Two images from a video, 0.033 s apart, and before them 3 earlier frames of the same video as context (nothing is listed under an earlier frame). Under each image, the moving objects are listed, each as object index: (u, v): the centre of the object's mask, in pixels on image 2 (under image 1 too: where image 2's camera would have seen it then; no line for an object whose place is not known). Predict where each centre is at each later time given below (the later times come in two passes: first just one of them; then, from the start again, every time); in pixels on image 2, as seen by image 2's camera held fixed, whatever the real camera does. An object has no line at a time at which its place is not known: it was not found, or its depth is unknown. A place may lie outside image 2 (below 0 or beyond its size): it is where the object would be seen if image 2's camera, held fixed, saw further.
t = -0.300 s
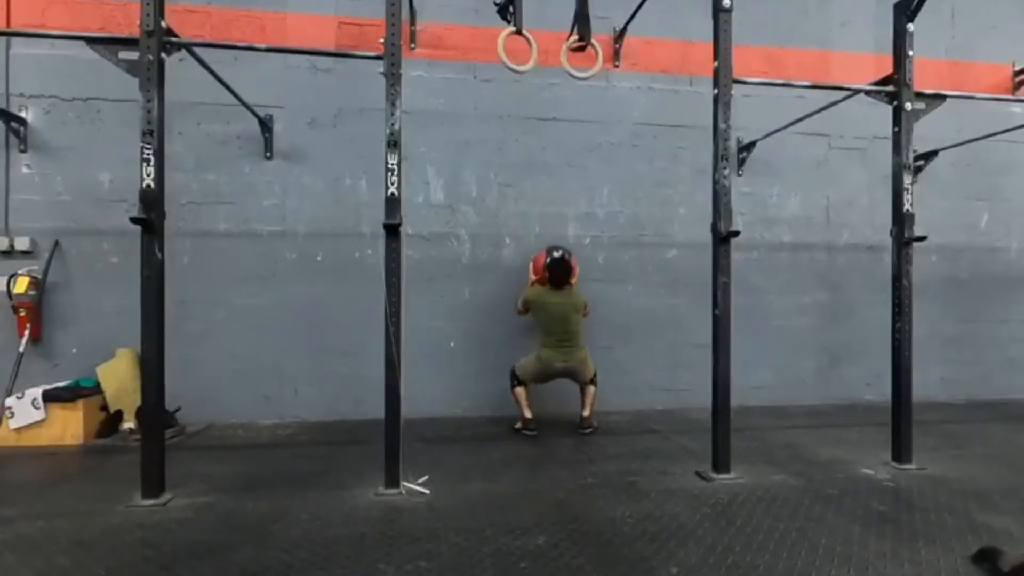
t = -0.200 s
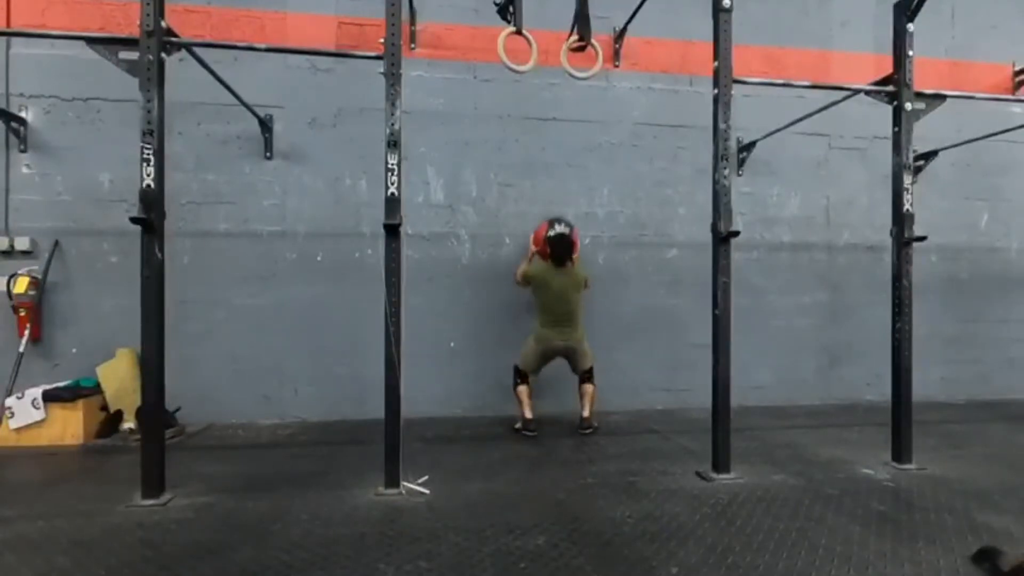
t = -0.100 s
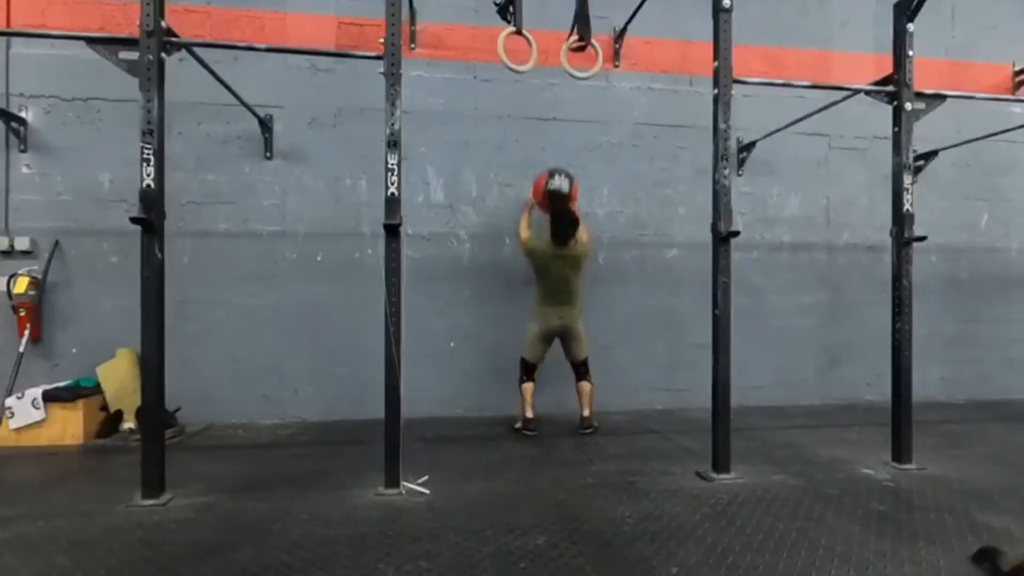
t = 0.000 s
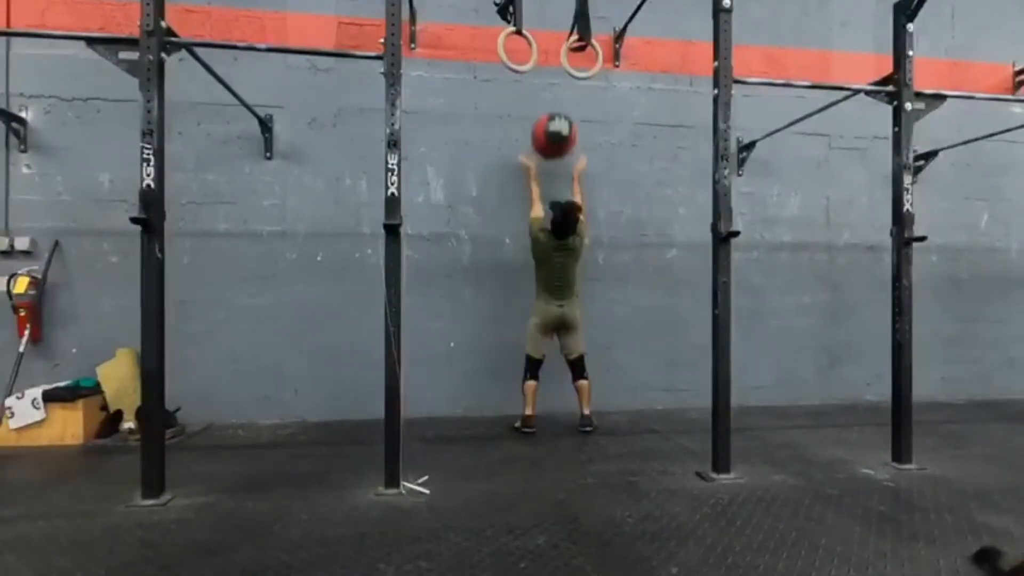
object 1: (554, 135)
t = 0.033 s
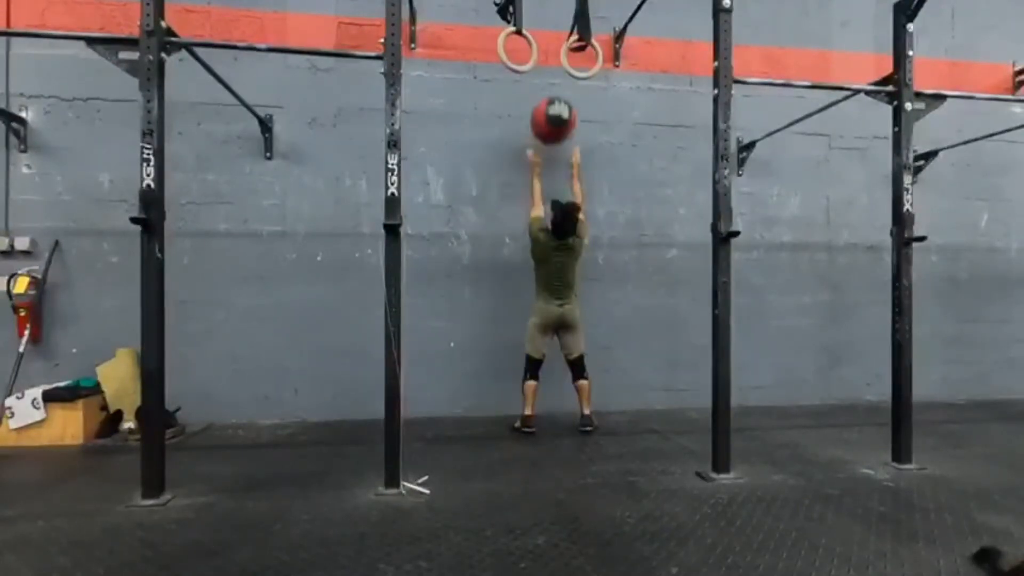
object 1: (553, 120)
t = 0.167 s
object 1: (549, 76)
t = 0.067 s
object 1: (553, 107)
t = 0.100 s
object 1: (551, 95)
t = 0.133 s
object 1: (550, 84)
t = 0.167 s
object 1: (549, 76)
